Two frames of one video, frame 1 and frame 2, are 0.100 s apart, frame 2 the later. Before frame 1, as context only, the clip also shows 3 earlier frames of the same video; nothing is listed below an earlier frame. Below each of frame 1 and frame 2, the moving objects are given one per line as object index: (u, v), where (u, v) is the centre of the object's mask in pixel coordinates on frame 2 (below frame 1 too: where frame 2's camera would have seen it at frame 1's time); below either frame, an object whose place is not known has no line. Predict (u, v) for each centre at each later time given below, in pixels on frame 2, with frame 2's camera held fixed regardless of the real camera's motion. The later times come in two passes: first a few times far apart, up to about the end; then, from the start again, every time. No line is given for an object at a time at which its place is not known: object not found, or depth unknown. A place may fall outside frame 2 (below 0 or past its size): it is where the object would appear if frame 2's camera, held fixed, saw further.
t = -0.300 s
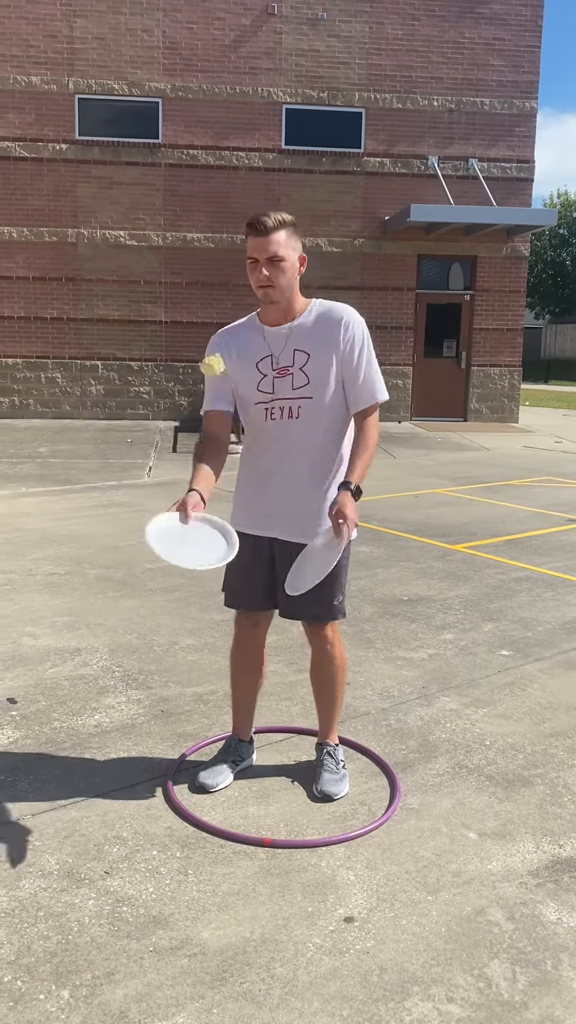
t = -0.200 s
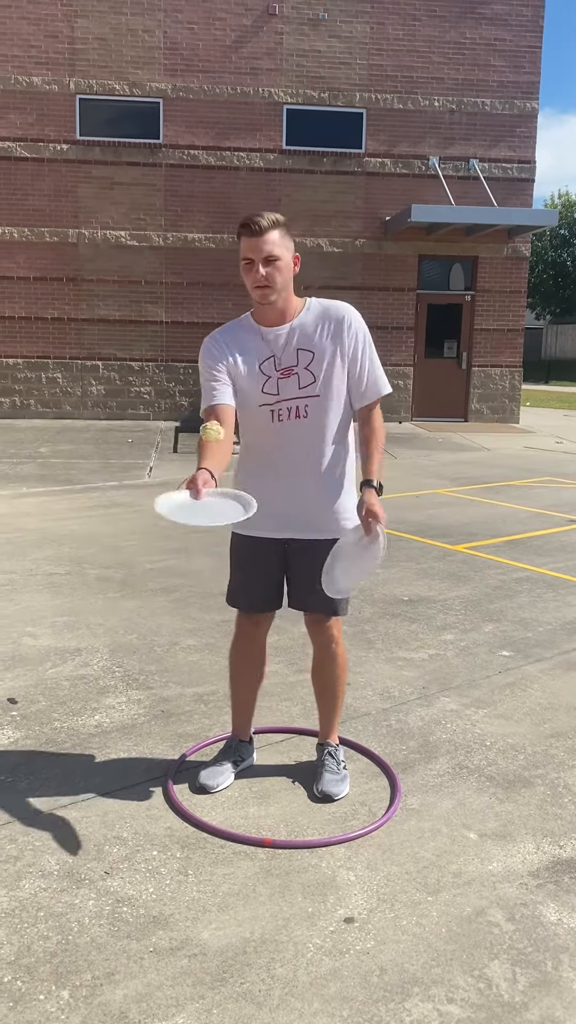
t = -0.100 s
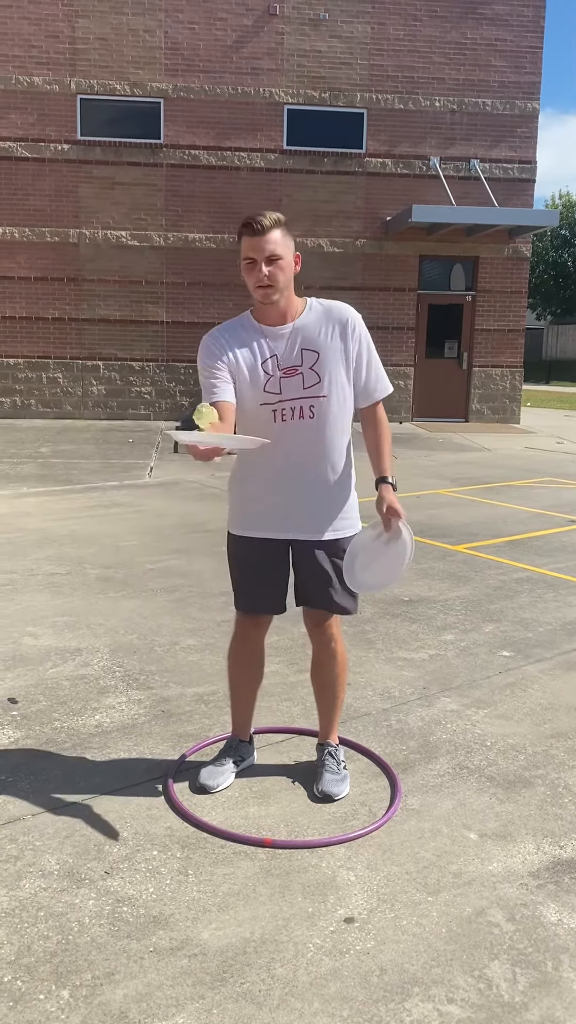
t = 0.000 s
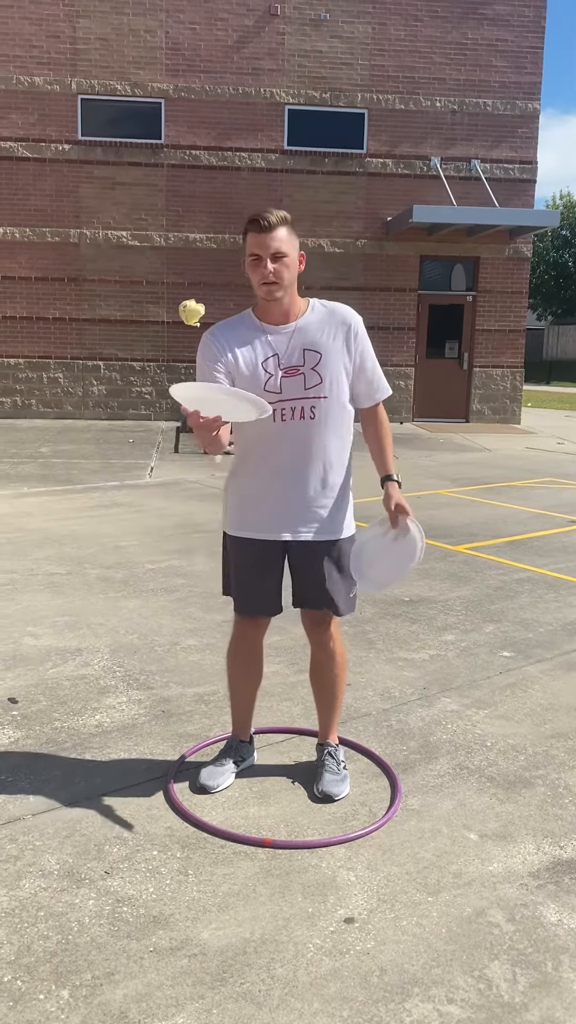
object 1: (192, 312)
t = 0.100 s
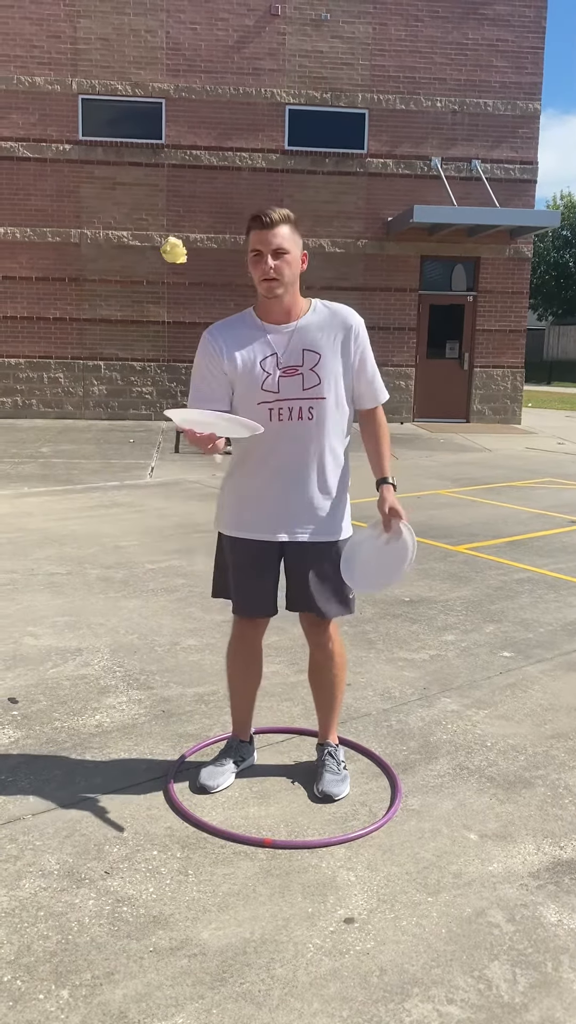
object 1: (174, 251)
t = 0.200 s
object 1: (156, 232)
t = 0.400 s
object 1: (122, 328)
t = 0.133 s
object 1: (168, 240)
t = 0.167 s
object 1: (162, 233)
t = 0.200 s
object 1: (156, 232)
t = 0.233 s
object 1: (150, 237)
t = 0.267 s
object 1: (143, 246)
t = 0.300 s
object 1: (137, 261)
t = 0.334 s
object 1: (131, 280)
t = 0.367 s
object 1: (127, 302)
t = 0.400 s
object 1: (122, 328)
